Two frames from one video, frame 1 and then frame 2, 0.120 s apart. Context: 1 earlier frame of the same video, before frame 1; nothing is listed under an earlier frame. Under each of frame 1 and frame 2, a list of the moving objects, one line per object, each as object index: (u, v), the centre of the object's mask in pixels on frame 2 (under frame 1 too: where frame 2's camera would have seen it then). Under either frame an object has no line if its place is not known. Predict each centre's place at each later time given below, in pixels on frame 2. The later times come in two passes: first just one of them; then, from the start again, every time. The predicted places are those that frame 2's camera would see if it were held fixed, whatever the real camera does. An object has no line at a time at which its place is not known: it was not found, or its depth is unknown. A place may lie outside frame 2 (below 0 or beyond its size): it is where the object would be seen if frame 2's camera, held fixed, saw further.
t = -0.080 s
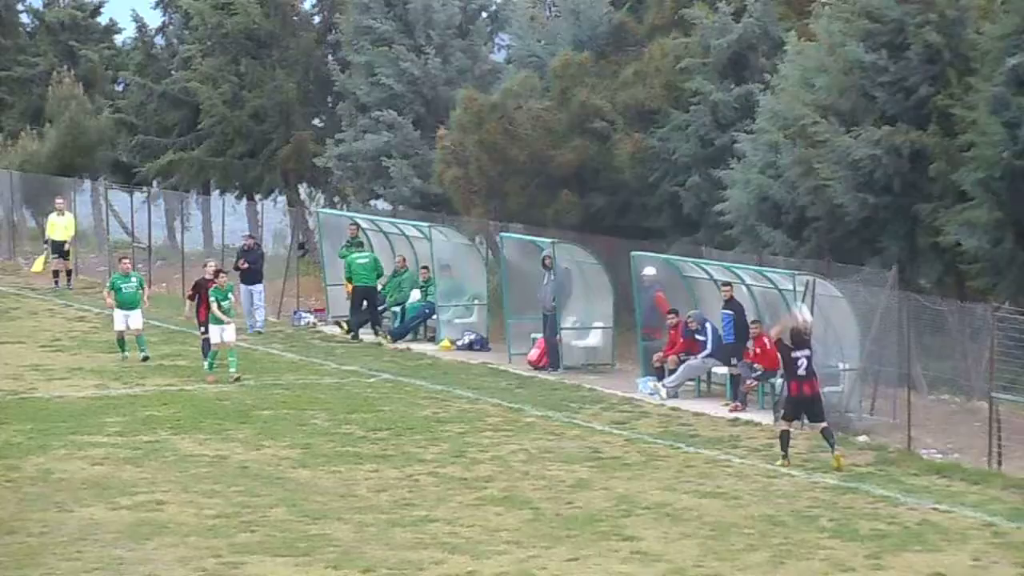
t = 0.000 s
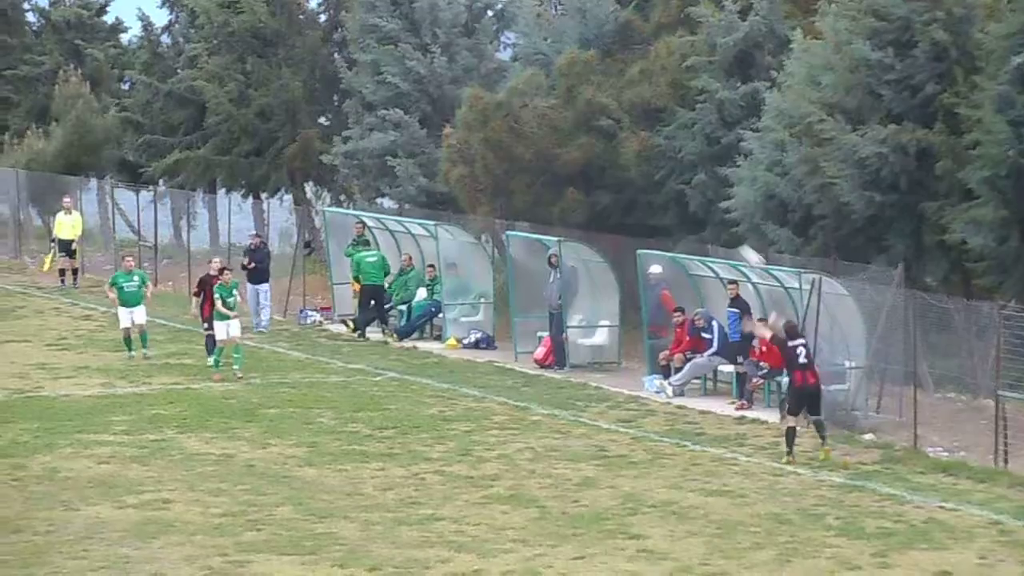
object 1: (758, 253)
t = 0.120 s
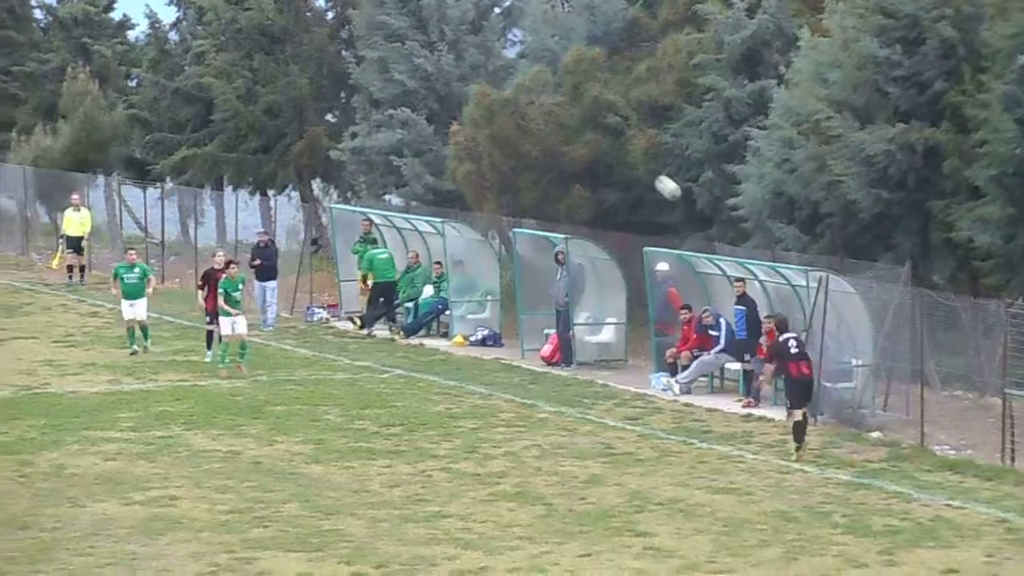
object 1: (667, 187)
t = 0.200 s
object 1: (611, 149)
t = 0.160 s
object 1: (639, 167)
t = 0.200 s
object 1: (611, 149)
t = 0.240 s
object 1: (583, 133)
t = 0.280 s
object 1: (557, 120)
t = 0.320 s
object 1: (531, 107)
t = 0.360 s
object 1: (506, 95)
